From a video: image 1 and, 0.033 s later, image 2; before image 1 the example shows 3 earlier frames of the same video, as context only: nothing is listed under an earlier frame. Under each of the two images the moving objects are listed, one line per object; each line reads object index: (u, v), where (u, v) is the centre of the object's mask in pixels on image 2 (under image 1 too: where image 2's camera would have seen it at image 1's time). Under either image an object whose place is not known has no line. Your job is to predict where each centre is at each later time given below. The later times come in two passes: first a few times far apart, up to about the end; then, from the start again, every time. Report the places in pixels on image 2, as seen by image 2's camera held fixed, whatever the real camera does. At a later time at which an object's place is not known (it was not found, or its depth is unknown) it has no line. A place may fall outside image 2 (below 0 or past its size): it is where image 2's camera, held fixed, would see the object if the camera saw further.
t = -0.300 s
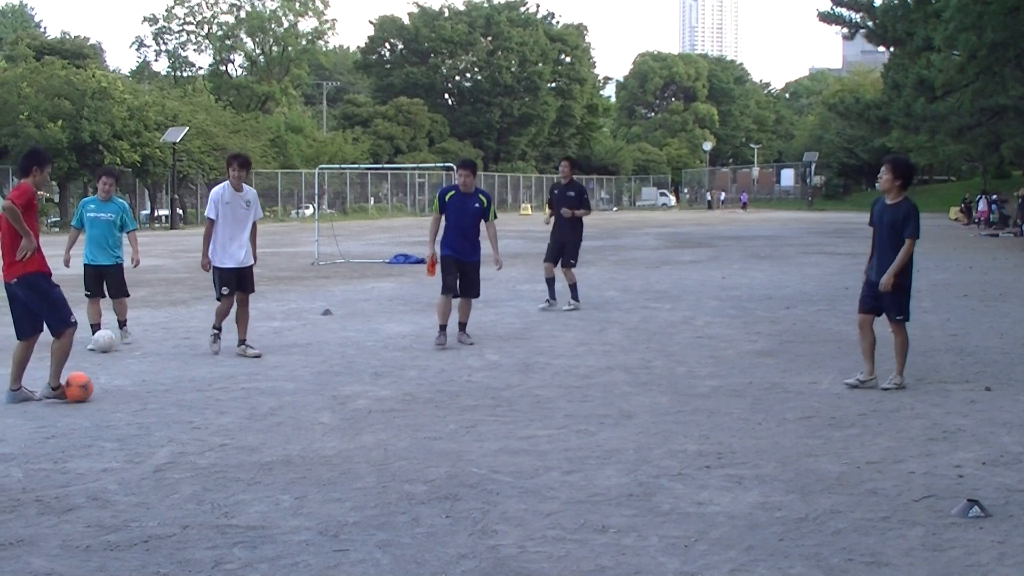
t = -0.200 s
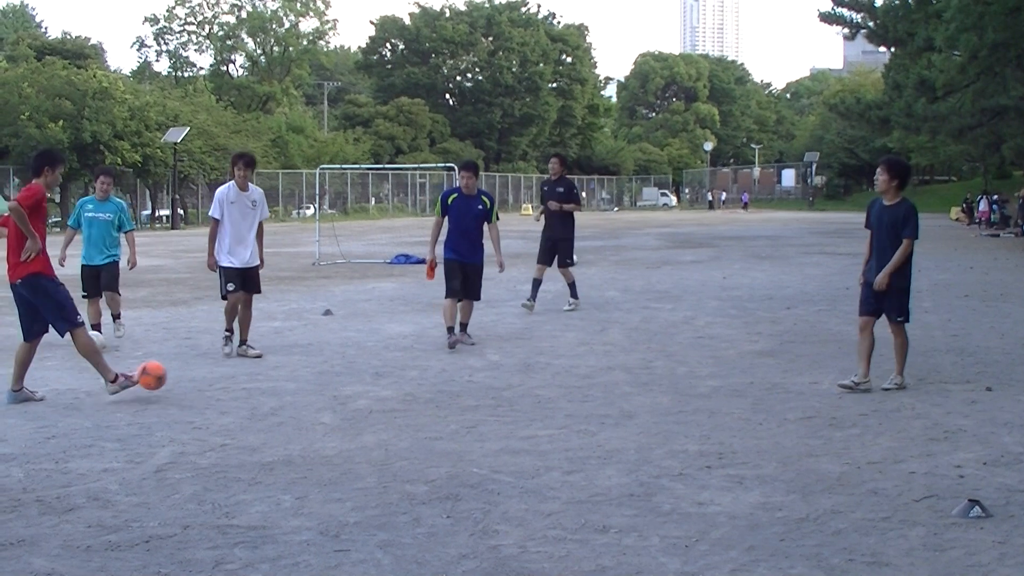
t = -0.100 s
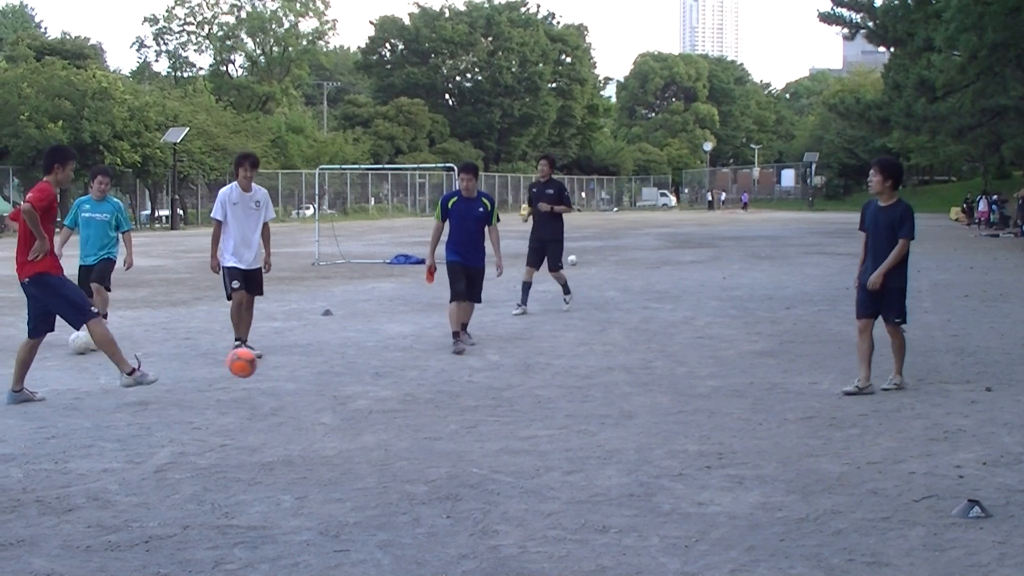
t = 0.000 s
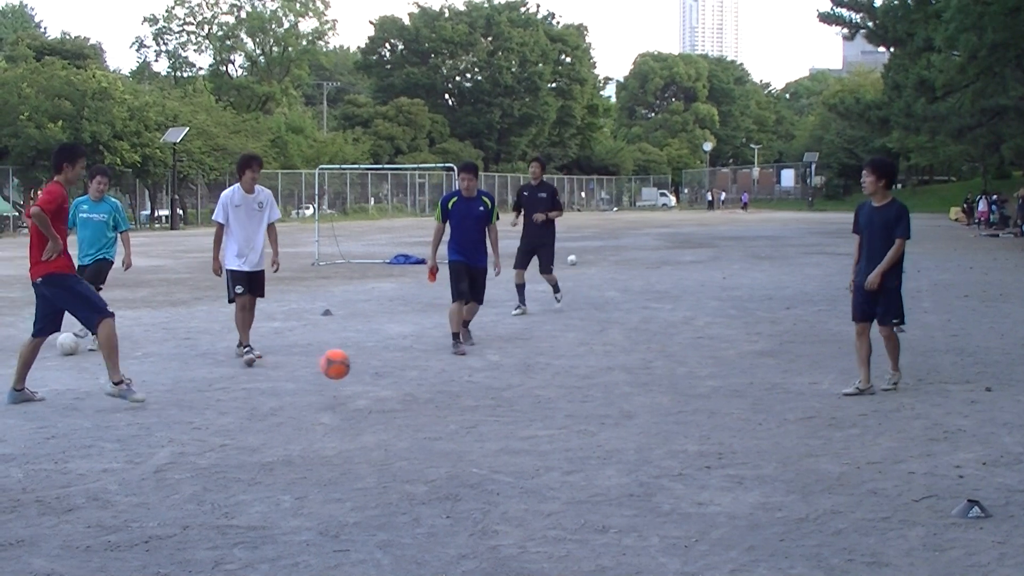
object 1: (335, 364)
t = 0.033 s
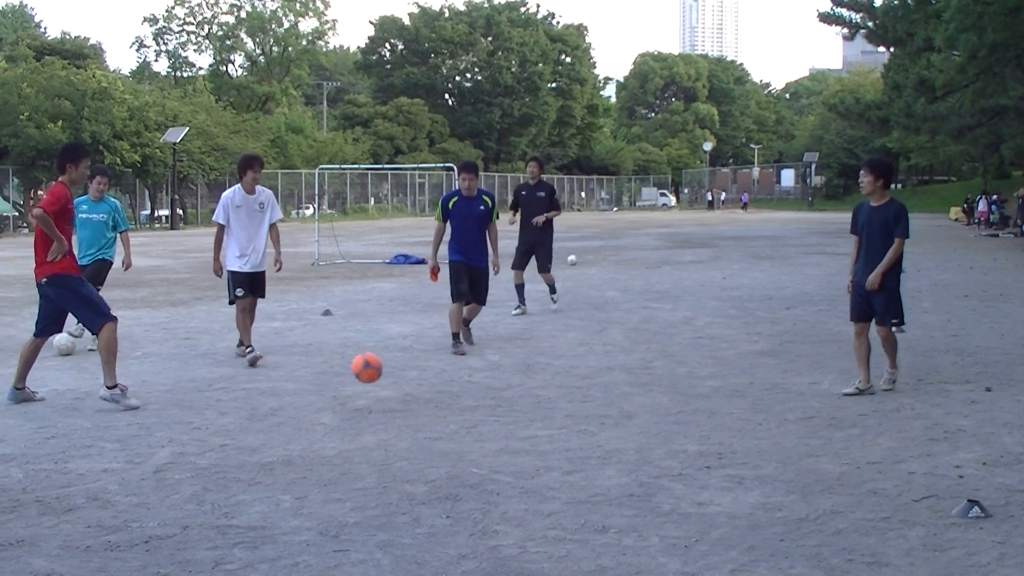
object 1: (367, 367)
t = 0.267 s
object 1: (565, 386)
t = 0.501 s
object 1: (725, 391)
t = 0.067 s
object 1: (399, 373)
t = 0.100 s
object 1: (431, 381)
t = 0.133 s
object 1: (463, 389)
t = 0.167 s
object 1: (493, 395)
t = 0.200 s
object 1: (518, 391)
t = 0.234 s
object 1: (542, 388)
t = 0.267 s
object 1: (565, 386)
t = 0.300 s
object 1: (590, 387)
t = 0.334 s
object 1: (614, 389)
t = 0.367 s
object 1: (638, 392)
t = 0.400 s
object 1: (661, 398)
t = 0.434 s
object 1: (682, 394)
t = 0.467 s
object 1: (704, 391)
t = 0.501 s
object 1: (725, 391)
